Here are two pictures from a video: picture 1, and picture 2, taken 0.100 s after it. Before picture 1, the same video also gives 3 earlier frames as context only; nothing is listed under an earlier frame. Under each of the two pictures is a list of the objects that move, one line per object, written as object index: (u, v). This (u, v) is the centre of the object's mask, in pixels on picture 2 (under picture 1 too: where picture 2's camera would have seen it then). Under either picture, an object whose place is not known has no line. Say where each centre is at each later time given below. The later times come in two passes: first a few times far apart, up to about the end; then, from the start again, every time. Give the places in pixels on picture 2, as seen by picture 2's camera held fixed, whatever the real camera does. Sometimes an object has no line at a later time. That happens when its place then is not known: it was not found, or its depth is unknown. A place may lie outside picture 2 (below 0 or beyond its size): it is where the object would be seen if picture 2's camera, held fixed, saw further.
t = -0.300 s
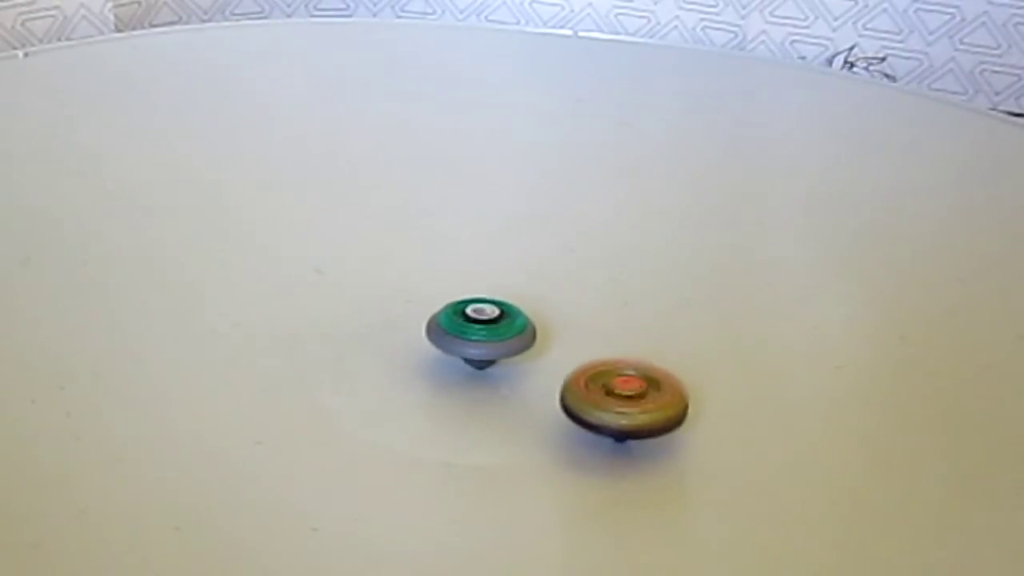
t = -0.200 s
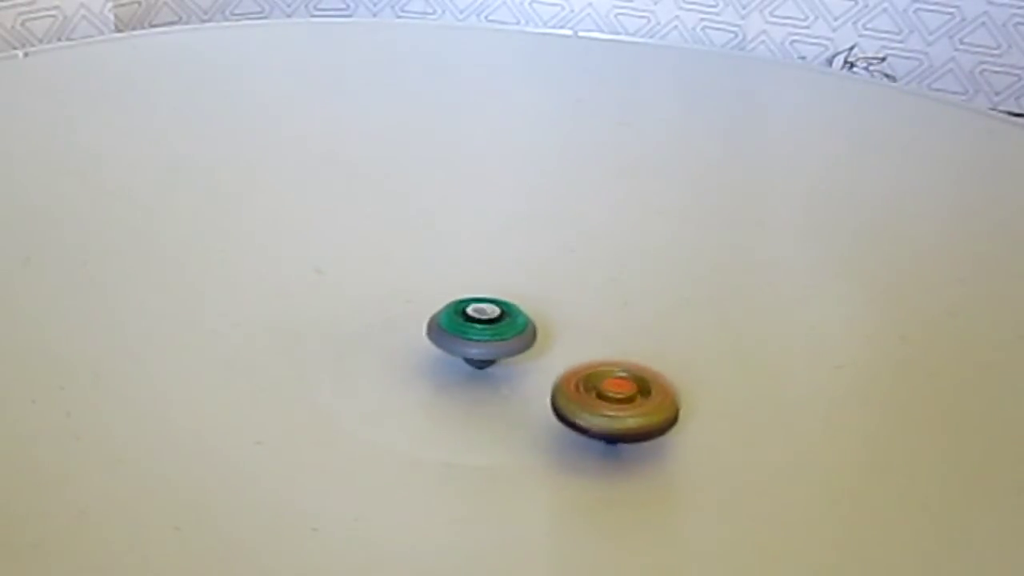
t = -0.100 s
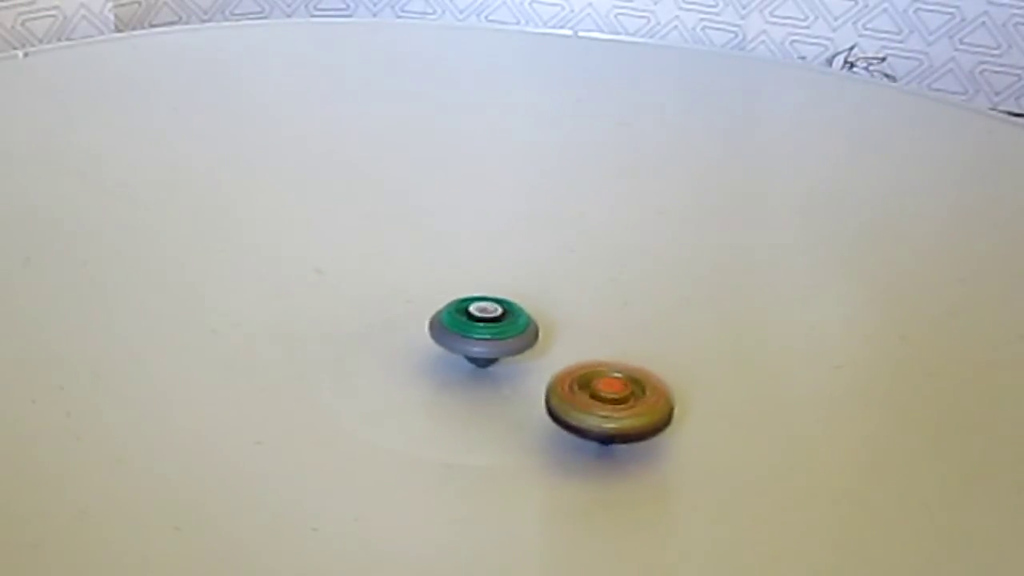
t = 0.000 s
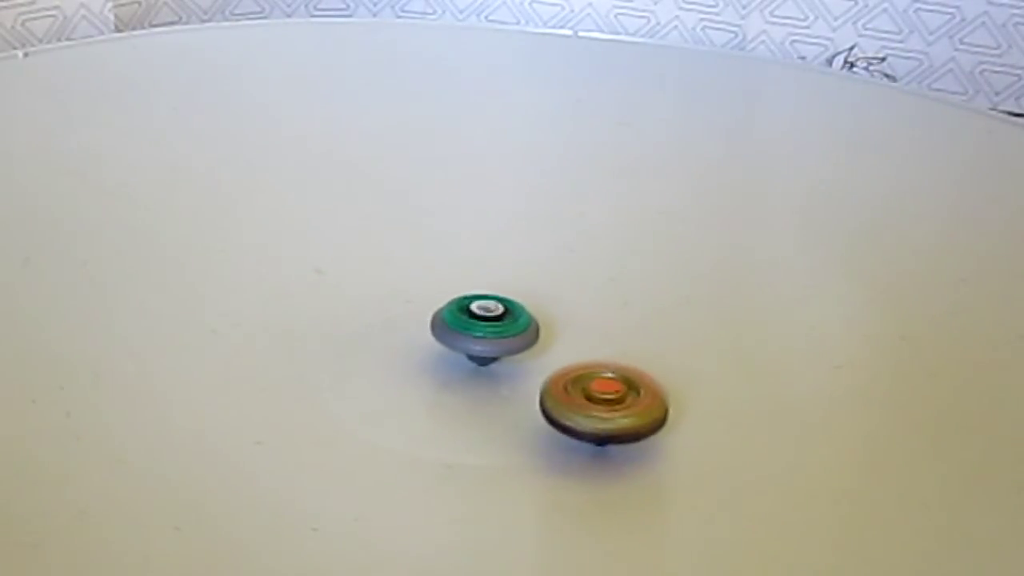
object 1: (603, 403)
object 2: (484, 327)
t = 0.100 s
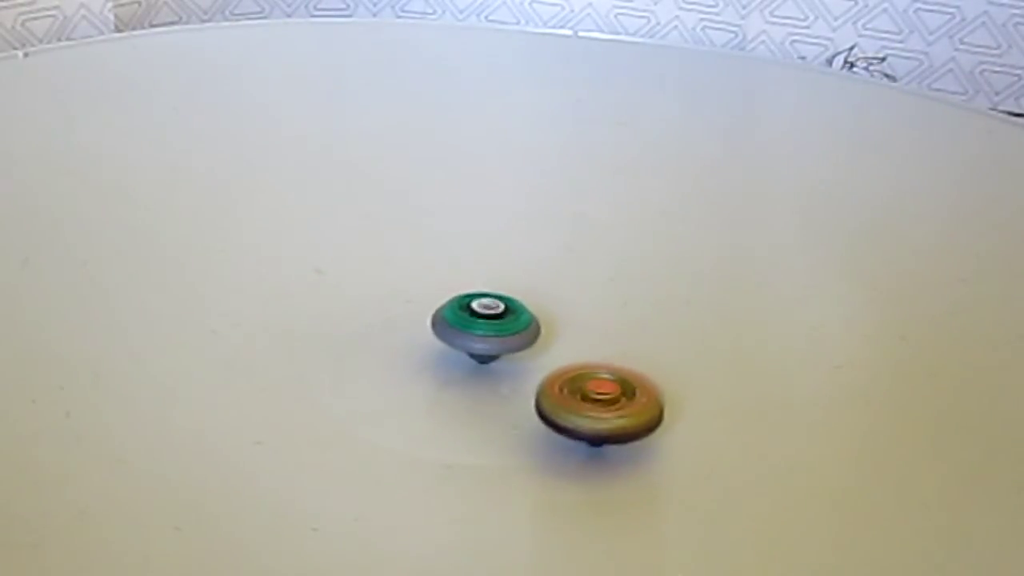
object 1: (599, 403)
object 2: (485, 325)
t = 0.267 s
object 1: (593, 406)
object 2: (487, 322)
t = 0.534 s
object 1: (591, 409)
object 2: (490, 317)
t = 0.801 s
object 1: (578, 415)
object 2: (491, 314)
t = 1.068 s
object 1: (574, 411)
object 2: (490, 318)
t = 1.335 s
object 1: (573, 408)
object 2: (494, 325)
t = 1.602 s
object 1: (570, 404)
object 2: (505, 333)
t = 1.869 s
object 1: (561, 396)
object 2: (514, 336)
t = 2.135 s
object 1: (556, 390)
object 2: (515, 332)
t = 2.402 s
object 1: (557, 395)
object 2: (516, 325)
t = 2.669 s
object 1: (561, 398)
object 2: (513, 311)
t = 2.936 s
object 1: (561, 394)
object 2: (513, 301)
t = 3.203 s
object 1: (557, 384)
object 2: (515, 297)
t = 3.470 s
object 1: (540, 369)
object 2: (514, 297)
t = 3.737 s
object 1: (513, 353)
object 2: (507, 295)
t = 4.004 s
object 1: (491, 349)
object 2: (497, 290)
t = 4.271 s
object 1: (480, 347)
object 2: (488, 286)
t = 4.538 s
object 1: (479, 348)
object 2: (478, 287)
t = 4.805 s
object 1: (489, 348)
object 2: (466, 290)
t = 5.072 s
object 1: (516, 352)
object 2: (454, 302)
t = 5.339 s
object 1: (531, 359)
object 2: (444, 316)
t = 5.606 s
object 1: (562, 371)
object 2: (422, 322)
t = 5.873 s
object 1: (612, 381)
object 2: (396, 315)
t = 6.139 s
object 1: (655, 381)
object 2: (392, 303)
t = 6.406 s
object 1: (641, 378)
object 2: (403, 293)
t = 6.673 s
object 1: (609, 359)
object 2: (426, 288)
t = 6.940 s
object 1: (559, 347)
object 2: (456, 290)
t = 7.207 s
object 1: (524, 361)
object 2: (457, 276)
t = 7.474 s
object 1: (527, 393)
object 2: (436, 263)
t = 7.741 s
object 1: (569, 420)
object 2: (430, 276)
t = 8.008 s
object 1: (578, 425)
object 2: (438, 293)
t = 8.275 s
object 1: (567, 399)
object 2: (425, 313)
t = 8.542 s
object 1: (531, 369)
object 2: (399, 329)
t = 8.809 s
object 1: (486, 348)
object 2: (360, 335)
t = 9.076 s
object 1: (444, 334)
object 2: (322, 326)
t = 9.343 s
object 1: (476, 328)
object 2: (262, 313)
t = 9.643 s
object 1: (526, 312)
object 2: (286, 312)
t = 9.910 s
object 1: (549, 295)
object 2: (355, 326)
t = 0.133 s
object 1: (599, 404)
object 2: (485, 325)
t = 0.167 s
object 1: (597, 404)
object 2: (486, 324)
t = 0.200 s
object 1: (596, 405)
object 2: (487, 323)
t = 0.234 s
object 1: (594, 406)
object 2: (487, 323)
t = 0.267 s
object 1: (593, 406)
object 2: (487, 322)
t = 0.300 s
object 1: (593, 407)
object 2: (489, 321)
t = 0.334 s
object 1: (592, 407)
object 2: (488, 320)
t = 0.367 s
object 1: (592, 407)
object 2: (489, 320)
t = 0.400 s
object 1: (591, 408)
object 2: (490, 319)
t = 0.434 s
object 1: (591, 408)
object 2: (489, 318)
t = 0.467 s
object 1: (591, 409)
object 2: (490, 318)
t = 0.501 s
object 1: (591, 409)
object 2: (490, 317)
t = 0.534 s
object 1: (591, 409)
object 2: (490, 317)
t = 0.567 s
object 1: (592, 410)
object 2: (490, 316)
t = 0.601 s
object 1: (592, 410)
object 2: (490, 316)
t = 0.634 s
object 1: (591, 411)
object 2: (490, 315)
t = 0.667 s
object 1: (588, 412)
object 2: (491, 315)
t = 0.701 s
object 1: (586, 413)
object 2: (490, 314)
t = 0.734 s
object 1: (585, 414)
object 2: (491, 314)
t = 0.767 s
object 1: (582, 414)
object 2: (492, 314)
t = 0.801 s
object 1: (578, 415)
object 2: (491, 314)
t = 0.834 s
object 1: (577, 414)
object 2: (490, 314)
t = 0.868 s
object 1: (576, 414)
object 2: (490, 314)
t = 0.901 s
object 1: (576, 413)
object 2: (490, 315)
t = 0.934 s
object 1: (576, 413)
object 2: (491, 315)
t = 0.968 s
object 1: (575, 412)
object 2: (490, 316)
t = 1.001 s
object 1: (575, 412)
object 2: (490, 317)
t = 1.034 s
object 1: (575, 411)
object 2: (490, 317)
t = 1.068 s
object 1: (574, 411)
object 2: (490, 318)
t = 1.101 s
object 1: (574, 411)
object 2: (491, 318)
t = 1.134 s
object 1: (574, 410)
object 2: (491, 319)
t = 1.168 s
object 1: (573, 410)
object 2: (491, 320)
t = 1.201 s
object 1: (574, 410)
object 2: (492, 321)
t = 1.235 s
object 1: (573, 410)
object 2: (492, 322)
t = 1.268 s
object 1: (573, 409)
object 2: (493, 323)
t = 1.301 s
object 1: (574, 408)
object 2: (494, 324)
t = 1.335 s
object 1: (573, 408)
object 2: (494, 325)
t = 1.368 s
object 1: (574, 407)
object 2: (495, 326)
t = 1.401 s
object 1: (573, 407)
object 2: (496, 327)
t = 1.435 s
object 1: (572, 407)
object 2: (497, 328)
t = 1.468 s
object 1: (572, 406)
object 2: (499, 329)
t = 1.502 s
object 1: (571, 406)
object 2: (500, 330)
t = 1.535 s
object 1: (571, 405)
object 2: (502, 331)
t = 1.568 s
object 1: (571, 405)
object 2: (504, 332)
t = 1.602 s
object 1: (570, 404)
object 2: (505, 333)
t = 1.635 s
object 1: (569, 403)
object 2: (507, 334)
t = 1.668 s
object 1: (568, 403)
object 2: (508, 334)
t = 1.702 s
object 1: (568, 401)
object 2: (509, 335)
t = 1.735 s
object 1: (567, 400)
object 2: (511, 335)
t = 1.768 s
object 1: (565, 399)
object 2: (512, 335)
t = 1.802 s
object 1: (564, 398)
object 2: (513, 335)
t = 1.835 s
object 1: (562, 397)
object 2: (514, 335)
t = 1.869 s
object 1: (561, 396)
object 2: (514, 336)
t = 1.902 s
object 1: (560, 395)
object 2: (515, 335)
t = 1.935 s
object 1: (558, 392)
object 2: (515, 335)
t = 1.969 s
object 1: (558, 392)
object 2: (515, 335)
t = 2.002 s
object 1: (557, 392)
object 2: (516, 334)
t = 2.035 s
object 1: (558, 392)
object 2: (516, 334)
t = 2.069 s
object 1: (556, 392)
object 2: (515, 333)
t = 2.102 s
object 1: (556, 391)
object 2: (514, 333)
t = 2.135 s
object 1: (556, 390)
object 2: (515, 332)
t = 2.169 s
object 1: (555, 390)
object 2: (516, 332)
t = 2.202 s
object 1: (554, 389)
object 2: (517, 332)
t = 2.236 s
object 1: (553, 390)
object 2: (516, 330)
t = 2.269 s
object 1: (554, 391)
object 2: (517, 329)
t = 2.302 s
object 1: (555, 392)
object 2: (517, 328)
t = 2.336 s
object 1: (556, 393)
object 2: (517, 327)
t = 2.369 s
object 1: (557, 394)
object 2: (516, 326)
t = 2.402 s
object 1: (557, 395)
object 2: (516, 325)
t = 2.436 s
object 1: (558, 396)
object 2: (516, 323)
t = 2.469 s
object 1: (558, 396)
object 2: (515, 321)
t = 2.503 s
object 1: (559, 397)
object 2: (515, 319)
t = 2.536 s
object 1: (559, 398)
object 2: (514, 318)
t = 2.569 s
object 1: (560, 398)
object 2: (514, 316)
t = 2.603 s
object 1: (560, 398)
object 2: (514, 314)
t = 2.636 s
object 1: (560, 398)
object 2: (513, 312)
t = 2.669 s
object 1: (561, 398)
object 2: (513, 311)
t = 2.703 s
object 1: (561, 398)
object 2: (513, 309)
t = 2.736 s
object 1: (562, 398)
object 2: (513, 308)
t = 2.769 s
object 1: (562, 398)
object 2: (513, 306)
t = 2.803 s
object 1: (562, 397)
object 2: (512, 305)
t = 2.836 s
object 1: (562, 397)
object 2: (513, 304)
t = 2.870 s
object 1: (562, 396)
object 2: (513, 303)
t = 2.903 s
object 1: (562, 395)
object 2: (513, 302)
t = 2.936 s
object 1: (561, 394)
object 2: (513, 301)
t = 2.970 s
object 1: (561, 393)
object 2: (513, 300)
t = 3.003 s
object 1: (561, 392)
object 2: (514, 299)
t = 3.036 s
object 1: (561, 391)
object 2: (514, 298)
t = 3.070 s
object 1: (560, 390)
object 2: (514, 298)
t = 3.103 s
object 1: (560, 388)
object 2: (515, 298)
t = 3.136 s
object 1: (559, 387)
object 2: (515, 297)
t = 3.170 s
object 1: (558, 385)
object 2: (516, 297)
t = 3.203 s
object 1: (557, 384)
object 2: (515, 297)
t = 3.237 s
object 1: (556, 383)
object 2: (515, 297)
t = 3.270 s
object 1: (554, 380)
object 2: (516, 297)
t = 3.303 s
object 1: (552, 379)
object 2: (515, 297)
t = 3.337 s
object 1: (550, 377)
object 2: (516, 297)
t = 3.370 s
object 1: (548, 375)
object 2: (515, 297)
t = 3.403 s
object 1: (545, 373)
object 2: (515, 297)
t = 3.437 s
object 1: (543, 371)
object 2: (515, 297)
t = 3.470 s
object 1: (540, 369)
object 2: (514, 297)
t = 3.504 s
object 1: (537, 366)
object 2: (514, 297)
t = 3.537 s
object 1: (534, 364)
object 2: (513, 297)
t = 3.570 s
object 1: (531, 361)
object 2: (512, 297)
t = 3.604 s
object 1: (527, 359)
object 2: (512, 297)
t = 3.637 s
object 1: (523, 357)
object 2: (510, 297)
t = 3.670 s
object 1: (520, 354)
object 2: (509, 297)
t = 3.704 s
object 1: (516, 352)
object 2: (507, 297)
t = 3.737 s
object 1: (513, 353)
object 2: (507, 295)
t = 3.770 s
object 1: (509, 354)
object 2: (506, 295)
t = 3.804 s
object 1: (504, 354)
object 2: (504, 294)
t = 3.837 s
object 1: (502, 353)
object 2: (503, 293)
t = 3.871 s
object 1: (500, 351)
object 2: (501, 292)
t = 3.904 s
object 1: (497, 351)
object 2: (501, 291)
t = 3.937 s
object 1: (495, 350)
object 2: (499, 291)
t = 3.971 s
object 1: (493, 350)
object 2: (498, 290)
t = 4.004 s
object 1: (491, 349)
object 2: (497, 290)
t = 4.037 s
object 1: (488, 349)
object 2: (495, 289)
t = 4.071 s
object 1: (486, 349)
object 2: (495, 289)
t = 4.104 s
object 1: (485, 348)
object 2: (493, 288)
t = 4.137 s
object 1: (483, 348)
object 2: (492, 288)
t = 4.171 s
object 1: (482, 348)
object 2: (491, 287)
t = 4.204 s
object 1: (481, 348)
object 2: (490, 287)
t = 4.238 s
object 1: (480, 347)
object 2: (490, 287)
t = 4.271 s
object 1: (480, 347)
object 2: (488, 286)
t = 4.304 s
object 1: (479, 347)
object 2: (488, 286)
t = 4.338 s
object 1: (479, 347)
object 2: (486, 286)
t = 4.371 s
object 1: (478, 347)
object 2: (485, 286)
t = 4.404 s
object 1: (478, 347)
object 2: (484, 286)
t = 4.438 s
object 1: (477, 347)
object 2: (482, 286)
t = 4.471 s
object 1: (478, 348)
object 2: (481, 286)
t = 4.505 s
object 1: (478, 347)
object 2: (479, 286)
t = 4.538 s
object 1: (479, 348)
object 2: (478, 287)
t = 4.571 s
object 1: (479, 348)
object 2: (476, 287)
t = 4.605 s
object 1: (480, 348)
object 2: (475, 287)
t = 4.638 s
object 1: (481, 348)
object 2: (475, 288)
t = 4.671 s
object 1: (483, 348)
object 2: (472, 288)
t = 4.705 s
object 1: (484, 348)
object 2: (472, 288)
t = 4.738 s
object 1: (486, 348)
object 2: (469, 289)
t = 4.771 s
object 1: (488, 348)
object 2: (469, 290)
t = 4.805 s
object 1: (489, 348)
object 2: (466, 290)
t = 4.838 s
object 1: (491, 348)
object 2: (465, 291)
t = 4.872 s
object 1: (493, 348)
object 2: (463, 292)
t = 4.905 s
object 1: (496, 348)
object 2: (461, 293)
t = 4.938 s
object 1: (499, 348)
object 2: (460, 294)
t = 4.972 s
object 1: (502, 349)
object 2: (458, 295)
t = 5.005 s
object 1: (507, 349)
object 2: (456, 297)
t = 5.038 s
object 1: (512, 350)
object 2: (455, 300)
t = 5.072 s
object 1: (516, 352)
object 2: (454, 302)
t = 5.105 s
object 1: (518, 353)
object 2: (453, 304)
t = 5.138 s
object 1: (522, 354)
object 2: (451, 306)
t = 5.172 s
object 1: (523, 355)
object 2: (450, 307)
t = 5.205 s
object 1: (525, 356)
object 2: (448, 309)
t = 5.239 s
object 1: (527, 357)
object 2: (448, 311)
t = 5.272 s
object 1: (529, 358)
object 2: (446, 313)
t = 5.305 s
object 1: (530, 359)
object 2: (445, 315)
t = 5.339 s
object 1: (531, 359)
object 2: (444, 316)
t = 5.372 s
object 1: (533, 360)
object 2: (443, 318)
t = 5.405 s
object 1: (534, 360)
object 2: (441, 320)
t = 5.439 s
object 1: (535, 361)
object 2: (440, 323)
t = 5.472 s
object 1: (535, 361)
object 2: (441, 324)
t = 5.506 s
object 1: (542, 364)
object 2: (437, 325)
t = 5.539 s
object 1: (551, 367)
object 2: (430, 324)
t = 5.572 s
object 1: (556, 369)
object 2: (425, 323)
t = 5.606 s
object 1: (562, 371)
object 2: (422, 322)
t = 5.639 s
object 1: (568, 373)
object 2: (417, 322)
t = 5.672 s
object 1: (574, 375)
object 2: (413, 321)
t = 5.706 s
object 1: (580, 376)
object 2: (410, 320)
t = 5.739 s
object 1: (586, 378)
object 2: (406, 320)
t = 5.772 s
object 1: (592, 379)
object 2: (403, 319)
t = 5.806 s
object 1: (599, 380)
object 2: (400, 318)
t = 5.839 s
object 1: (605, 380)
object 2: (399, 317)
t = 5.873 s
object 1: (612, 381)
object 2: (396, 315)
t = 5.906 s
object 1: (617, 381)
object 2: (395, 314)
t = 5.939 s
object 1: (624, 382)
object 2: (393, 312)
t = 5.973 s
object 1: (630, 382)
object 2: (393, 311)
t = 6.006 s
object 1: (636, 382)
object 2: (391, 310)
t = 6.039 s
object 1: (642, 382)
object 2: (391, 308)
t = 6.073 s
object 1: (648, 381)
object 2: (391, 306)
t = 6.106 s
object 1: (652, 380)
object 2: (391, 305)
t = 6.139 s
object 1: (655, 381)
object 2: (392, 303)
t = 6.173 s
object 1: (656, 382)
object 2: (392, 302)
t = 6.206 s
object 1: (658, 383)
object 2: (393, 301)
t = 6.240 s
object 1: (656, 384)
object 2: (393, 299)
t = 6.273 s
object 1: (655, 384)
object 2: (395, 298)
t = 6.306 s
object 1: (651, 384)
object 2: (396, 297)
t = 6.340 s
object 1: (647, 383)
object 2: (399, 295)
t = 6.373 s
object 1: (644, 381)
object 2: (400, 294)
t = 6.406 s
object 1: (641, 378)
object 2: (403, 293)
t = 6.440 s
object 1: (638, 375)
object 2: (405, 292)
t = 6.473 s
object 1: (635, 373)
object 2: (407, 291)
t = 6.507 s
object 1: (631, 370)
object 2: (410, 291)
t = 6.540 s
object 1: (627, 368)
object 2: (413, 290)
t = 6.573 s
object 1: (622, 366)
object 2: (416, 289)
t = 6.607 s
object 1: (618, 363)
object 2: (419, 289)
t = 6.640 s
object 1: (613, 361)
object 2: (423, 289)
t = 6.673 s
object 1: (609, 359)
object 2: (426, 288)
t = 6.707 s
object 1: (603, 357)
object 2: (430, 288)
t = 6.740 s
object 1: (598, 355)
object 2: (433, 288)
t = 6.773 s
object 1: (592, 353)
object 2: (438, 288)
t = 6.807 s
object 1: (586, 352)
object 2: (440, 288)
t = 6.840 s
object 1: (579, 351)
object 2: (445, 289)
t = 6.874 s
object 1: (572, 349)
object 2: (448, 289)
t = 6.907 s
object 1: (566, 348)
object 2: (453, 290)
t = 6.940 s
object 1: (559, 347)
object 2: (456, 290)
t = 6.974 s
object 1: (551, 346)
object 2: (460, 291)
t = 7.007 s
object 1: (544, 345)
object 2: (463, 291)
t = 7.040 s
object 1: (536, 343)
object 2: (466, 292)
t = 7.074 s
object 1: (529, 342)
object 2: (468, 291)
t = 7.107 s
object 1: (521, 341)
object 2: (469, 290)
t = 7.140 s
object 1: (522, 349)
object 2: (465, 286)
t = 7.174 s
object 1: (525, 357)
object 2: (459, 280)
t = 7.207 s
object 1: (524, 361)
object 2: (457, 276)
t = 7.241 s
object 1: (522, 365)
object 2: (456, 274)
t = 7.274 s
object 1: (521, 370)
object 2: (456, 271)
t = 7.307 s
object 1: (521, 374)
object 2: (452, 269)
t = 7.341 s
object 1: (521, 378)
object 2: (449, 267)
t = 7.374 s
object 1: (522, 382)
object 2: (445, 266)
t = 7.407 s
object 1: (523, 386)
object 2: (443, 265)
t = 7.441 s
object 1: (524, 389)
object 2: (438, 264)
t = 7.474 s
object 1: (527, 393)
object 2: (436, 263)
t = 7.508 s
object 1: (530, 397)
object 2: (434, 264)
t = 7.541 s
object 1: (534, 401)
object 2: (432, 264)
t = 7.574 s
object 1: (539, 404)
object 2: (430, 265)
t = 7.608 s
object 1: (544, 408)
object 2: (429, 267)
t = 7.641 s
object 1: (550, 412)
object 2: (428, 269)
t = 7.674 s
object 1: (556, 414)
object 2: (427, 272)
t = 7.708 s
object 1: (564, 418)
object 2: (427, 274)
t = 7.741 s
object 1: (569, 420)
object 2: (430, 276)
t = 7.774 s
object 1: (570, 423)
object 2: (432, 277)
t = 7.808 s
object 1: (574, 425)
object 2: (434, 279)
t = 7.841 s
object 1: (575, 426)
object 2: (435, 281)
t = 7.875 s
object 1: (577, 427)
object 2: (437, 284)
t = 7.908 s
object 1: (578, 427)
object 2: (437, 285)
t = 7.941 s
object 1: (579, 427)
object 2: (438, 288)
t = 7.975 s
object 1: (579, 427)
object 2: (438, 290)
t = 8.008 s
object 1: (578, 425)
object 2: (438, 293)
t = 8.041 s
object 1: (577, 423)
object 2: (438, 295)
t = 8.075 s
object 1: (574, 421)
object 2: (437, 298)
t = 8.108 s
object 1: (571, 418)
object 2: (436, 300)
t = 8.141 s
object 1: (569, 415)
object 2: (434, 303)
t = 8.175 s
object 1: (570, 412)
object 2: (432, 305)
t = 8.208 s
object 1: (570, 407)
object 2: (430, 308)
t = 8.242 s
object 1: (568, 403)
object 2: (428, 310)
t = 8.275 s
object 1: (567, 399)
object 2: (425, 313)
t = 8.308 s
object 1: (564, 395)
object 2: (423, 315)
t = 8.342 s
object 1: (561, 391)
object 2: (420, 317)
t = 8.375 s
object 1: (558, 386)
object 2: (417, 319)
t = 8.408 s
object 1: (553, 383)
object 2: (413, 322)
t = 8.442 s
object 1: (549, 379)
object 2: (411, 324)
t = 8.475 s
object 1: (543, 376)
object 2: (407, 326)
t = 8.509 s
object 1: (538, 372)
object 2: (404, 327)
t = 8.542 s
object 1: (531, 369)
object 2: (399, 329)
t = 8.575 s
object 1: (524, 366)
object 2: (396, 331)
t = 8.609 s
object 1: (517, 362)
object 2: (391, 332)
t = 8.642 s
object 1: (509, 360)
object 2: (388, 333)
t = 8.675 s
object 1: (500, 357)
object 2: (384, 334)
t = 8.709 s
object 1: (496, 355)
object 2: (378, 335)
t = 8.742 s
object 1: (495, 352)
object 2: (371, 335)
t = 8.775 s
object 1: (490, 350)
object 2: (367, 335)
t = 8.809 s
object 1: (486, 348)
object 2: (360, 335)
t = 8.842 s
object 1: (481, 346)
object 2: (355, 335)
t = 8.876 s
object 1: (476, 344)
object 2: (349, 334)
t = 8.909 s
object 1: (471, 342)
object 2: (345, 333)
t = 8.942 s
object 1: (466, 340)
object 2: (339, 332)
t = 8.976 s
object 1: (461, 339)
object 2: (335, 331)
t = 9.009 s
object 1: (455, 338)
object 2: (329, 329)
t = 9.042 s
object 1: (450, 336)
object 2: (326, 328)
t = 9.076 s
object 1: (444, 334)
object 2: (322, 326)
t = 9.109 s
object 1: (439, 333)
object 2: (319, 324)
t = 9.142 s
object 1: (434, 331)
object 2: (315, 323)
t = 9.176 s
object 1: (430, 330)
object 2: (314, 323)
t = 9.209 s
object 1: (444, 330)
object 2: (293, 320)
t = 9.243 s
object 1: (458, 330)
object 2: (277, 317)
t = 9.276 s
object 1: (465, 330)
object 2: (271, 316)
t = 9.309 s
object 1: (470, 329)
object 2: (267, 314)
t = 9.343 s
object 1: (476, 328)
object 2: (262, 313)
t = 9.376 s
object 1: (482, 327)
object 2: (260, 312)
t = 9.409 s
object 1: (487, 326)
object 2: (258, 311)
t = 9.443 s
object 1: (494, 324)
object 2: (258, 310)
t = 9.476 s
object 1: (499, 323)
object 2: (260, 310)
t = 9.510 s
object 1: (506, 320)
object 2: (263, 309)
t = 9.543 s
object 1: (511, 318)
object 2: (268, 310)
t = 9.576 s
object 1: (516, 317)
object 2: (273, 310)
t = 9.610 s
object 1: (522, 315)
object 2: (281, 311)
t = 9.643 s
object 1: (526, 312)
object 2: (286, 312)
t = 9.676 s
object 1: (531, 310)
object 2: (295, 314)
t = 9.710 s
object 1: (534, 308)
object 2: (302, 316)
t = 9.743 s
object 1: (538, 306)
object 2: (312, 318)
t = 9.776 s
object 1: (541, 303)
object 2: (320, 321)
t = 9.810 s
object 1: (544, 301)
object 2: (328, 321)
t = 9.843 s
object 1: (546, 299)
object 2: (337, 322)
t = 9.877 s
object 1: (547, 297)
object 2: (347, 323)
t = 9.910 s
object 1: (549, 295)
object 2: (355, 326)
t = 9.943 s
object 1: (549, 292)
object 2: (363, 327)
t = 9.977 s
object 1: (550, 290)
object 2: (371, 331)
